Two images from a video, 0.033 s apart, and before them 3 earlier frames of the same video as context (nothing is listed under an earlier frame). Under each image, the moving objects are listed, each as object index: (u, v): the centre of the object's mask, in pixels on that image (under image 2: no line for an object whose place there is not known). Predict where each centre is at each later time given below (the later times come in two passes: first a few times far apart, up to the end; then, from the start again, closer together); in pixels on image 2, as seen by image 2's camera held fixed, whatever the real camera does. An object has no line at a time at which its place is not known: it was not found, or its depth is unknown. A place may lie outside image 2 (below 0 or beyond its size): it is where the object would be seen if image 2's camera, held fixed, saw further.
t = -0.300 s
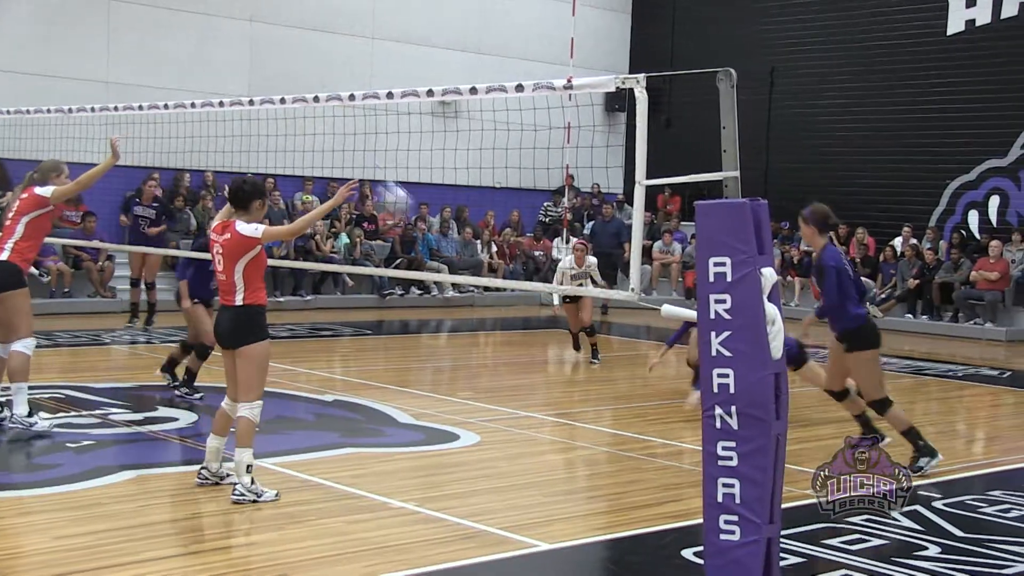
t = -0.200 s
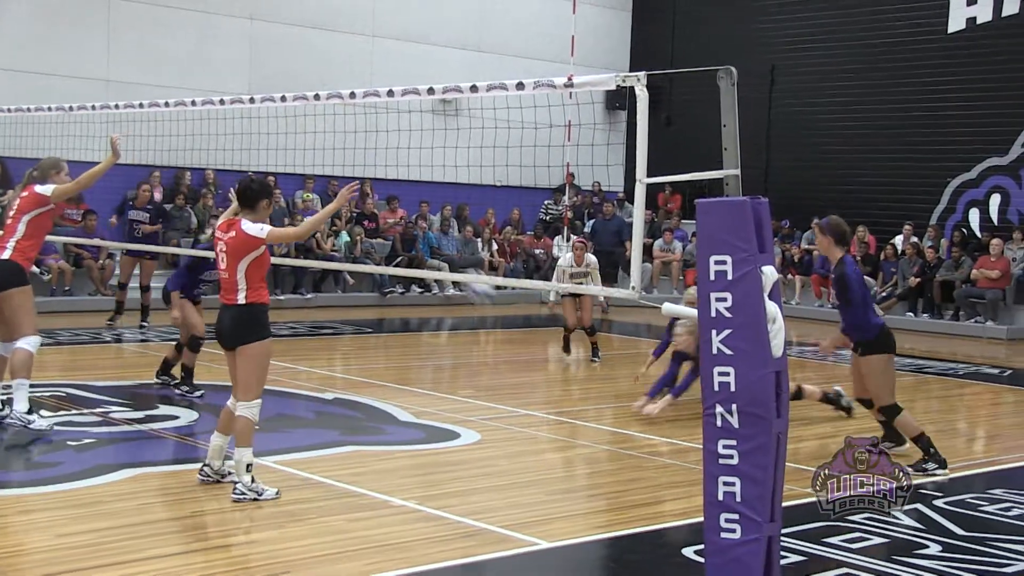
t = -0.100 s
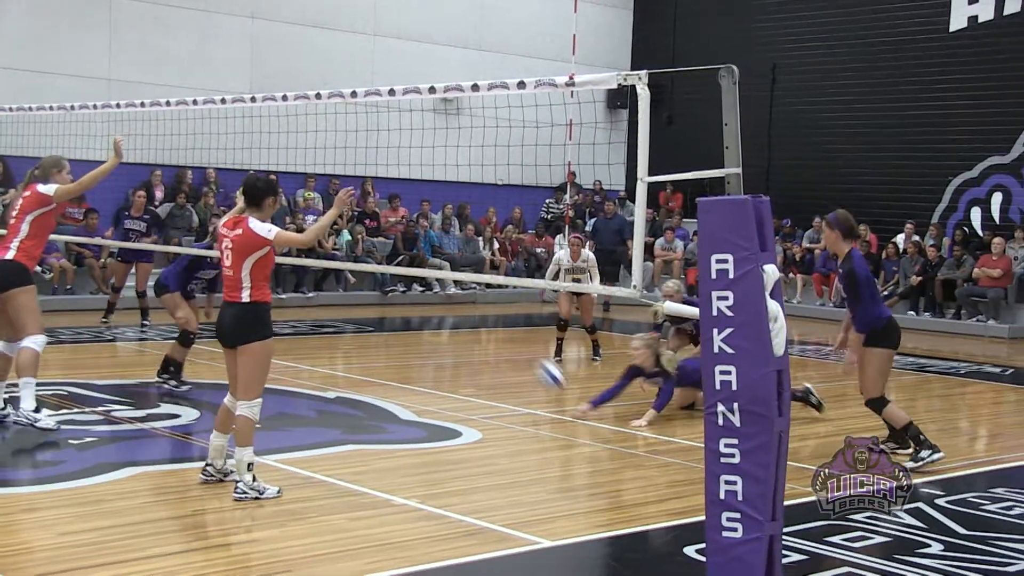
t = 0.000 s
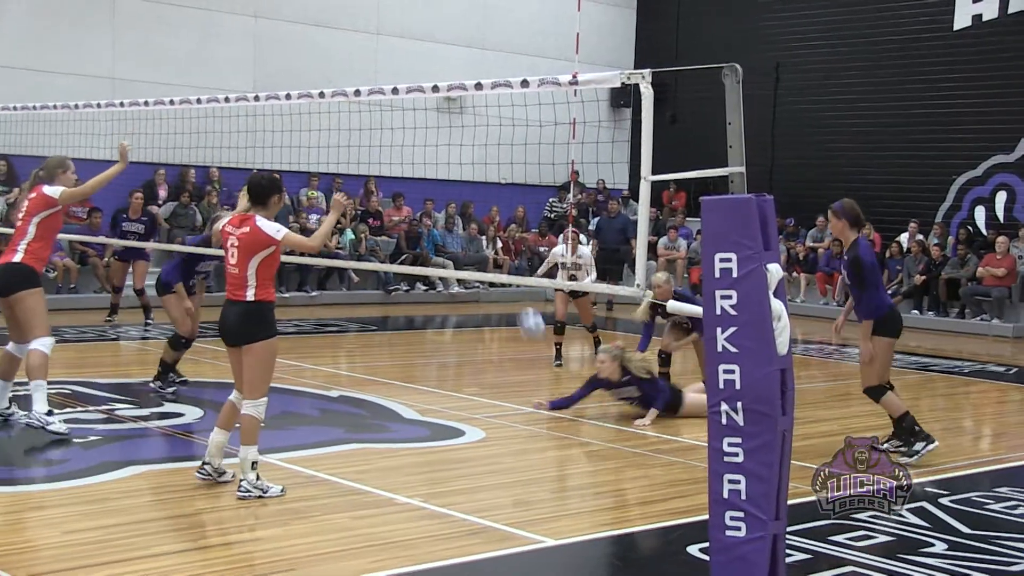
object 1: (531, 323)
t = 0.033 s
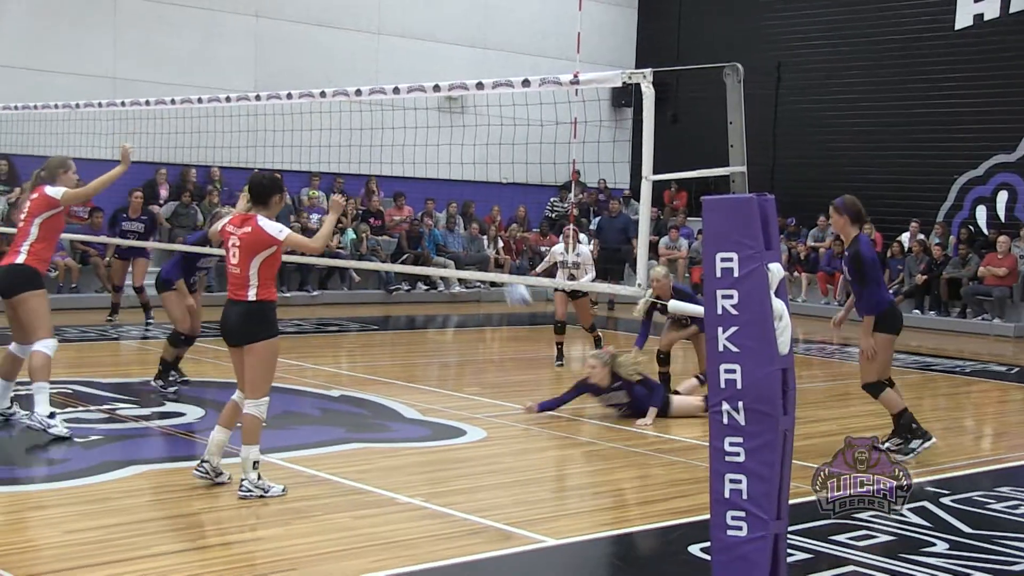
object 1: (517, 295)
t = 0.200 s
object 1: (442, 171)
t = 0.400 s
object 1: (358, 69)
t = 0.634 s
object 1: (265, 14)
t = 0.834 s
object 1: (189, 19)
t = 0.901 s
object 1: (163, 31)
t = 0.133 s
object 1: (472, 216)
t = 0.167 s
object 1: (457, 193)
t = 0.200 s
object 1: (442, 171)
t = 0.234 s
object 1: (428, 150)
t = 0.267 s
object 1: (414, 132)
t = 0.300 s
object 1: (401, 115)
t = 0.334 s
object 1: (385, 104)
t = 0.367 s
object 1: (373, 79)
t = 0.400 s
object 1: (358, 69)
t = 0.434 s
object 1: (345, 57)
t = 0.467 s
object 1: (331, 47)
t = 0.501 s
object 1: (318, 37)
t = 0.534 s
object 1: (305, 30)
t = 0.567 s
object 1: (291, 24)
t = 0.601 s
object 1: (278, 19)
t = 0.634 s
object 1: (265, 14)
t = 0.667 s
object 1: (252, 12)
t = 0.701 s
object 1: (239, 11)
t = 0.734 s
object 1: (226, 11)
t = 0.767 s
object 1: (214, 12)
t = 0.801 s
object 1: (201, 15)
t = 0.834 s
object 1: (189, 19)
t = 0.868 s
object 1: (176, 24)
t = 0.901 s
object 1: (163, 31)
